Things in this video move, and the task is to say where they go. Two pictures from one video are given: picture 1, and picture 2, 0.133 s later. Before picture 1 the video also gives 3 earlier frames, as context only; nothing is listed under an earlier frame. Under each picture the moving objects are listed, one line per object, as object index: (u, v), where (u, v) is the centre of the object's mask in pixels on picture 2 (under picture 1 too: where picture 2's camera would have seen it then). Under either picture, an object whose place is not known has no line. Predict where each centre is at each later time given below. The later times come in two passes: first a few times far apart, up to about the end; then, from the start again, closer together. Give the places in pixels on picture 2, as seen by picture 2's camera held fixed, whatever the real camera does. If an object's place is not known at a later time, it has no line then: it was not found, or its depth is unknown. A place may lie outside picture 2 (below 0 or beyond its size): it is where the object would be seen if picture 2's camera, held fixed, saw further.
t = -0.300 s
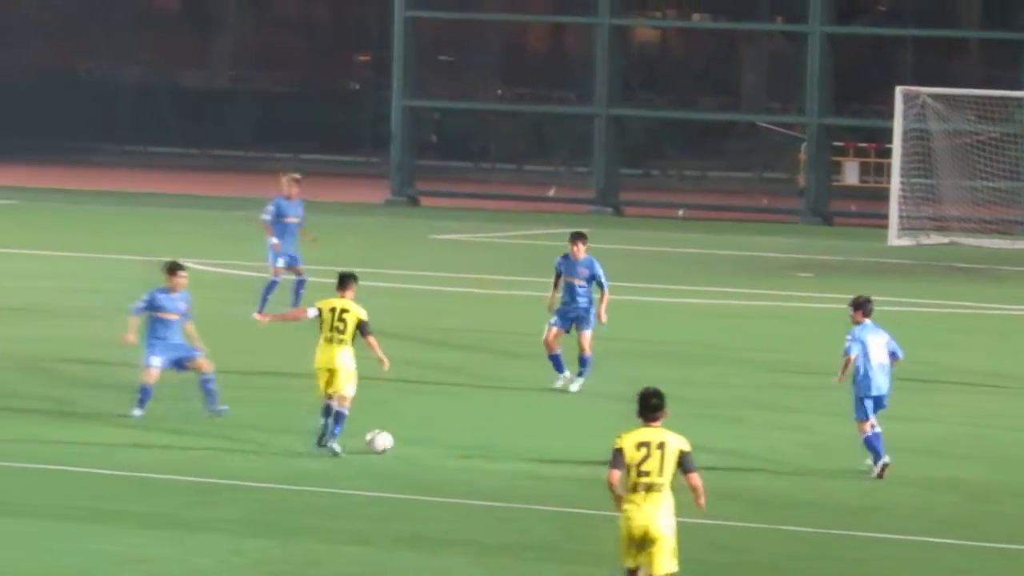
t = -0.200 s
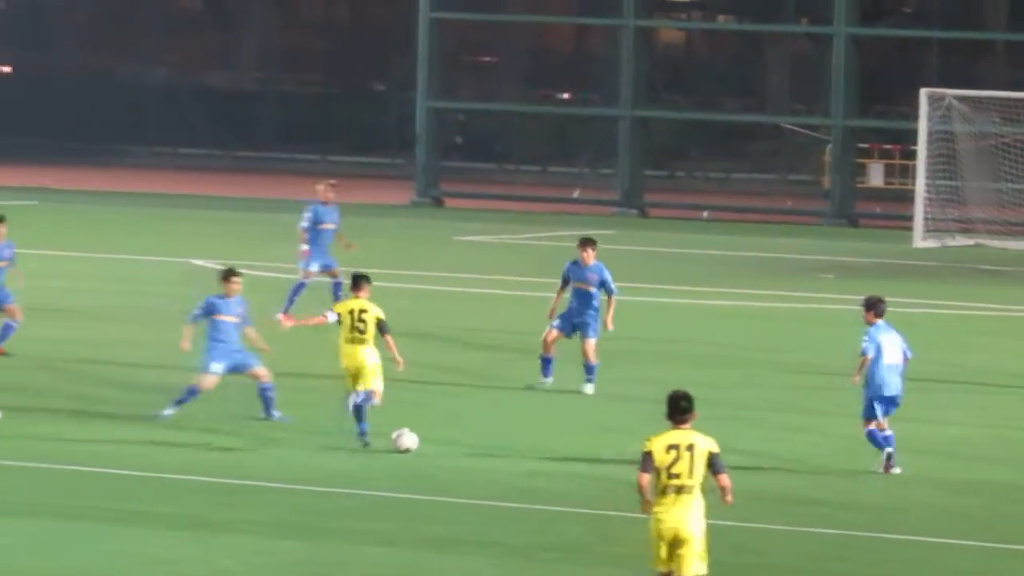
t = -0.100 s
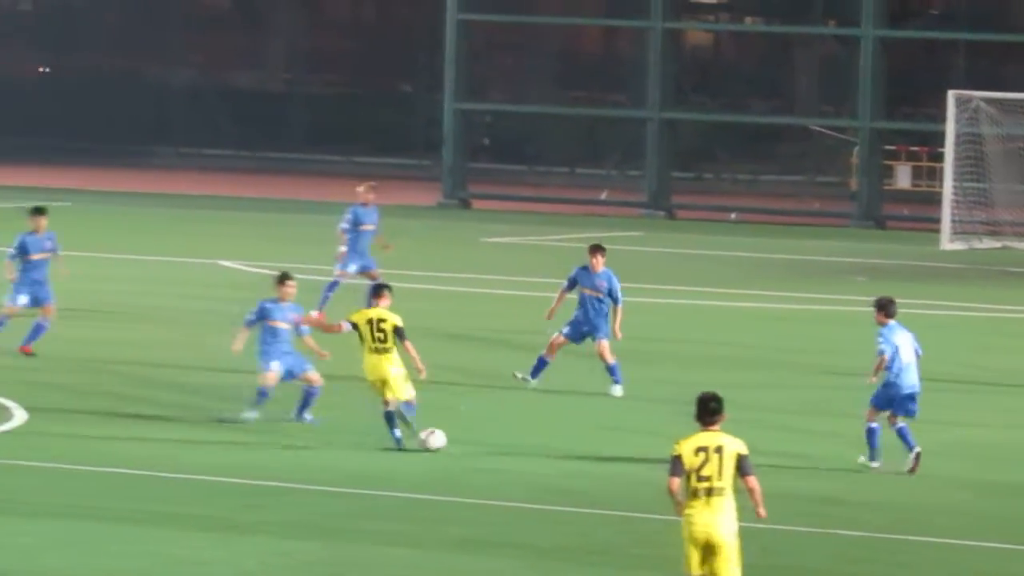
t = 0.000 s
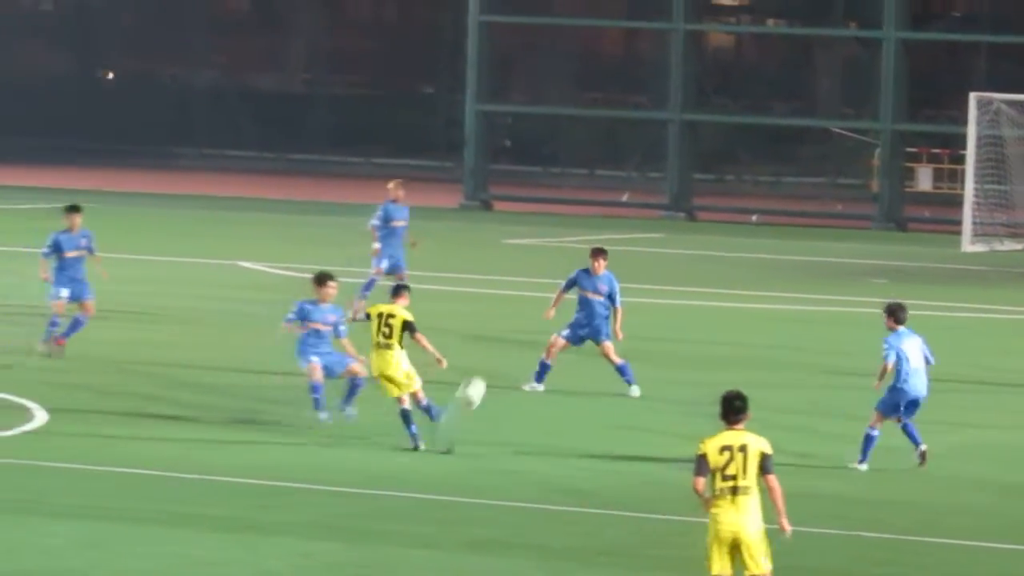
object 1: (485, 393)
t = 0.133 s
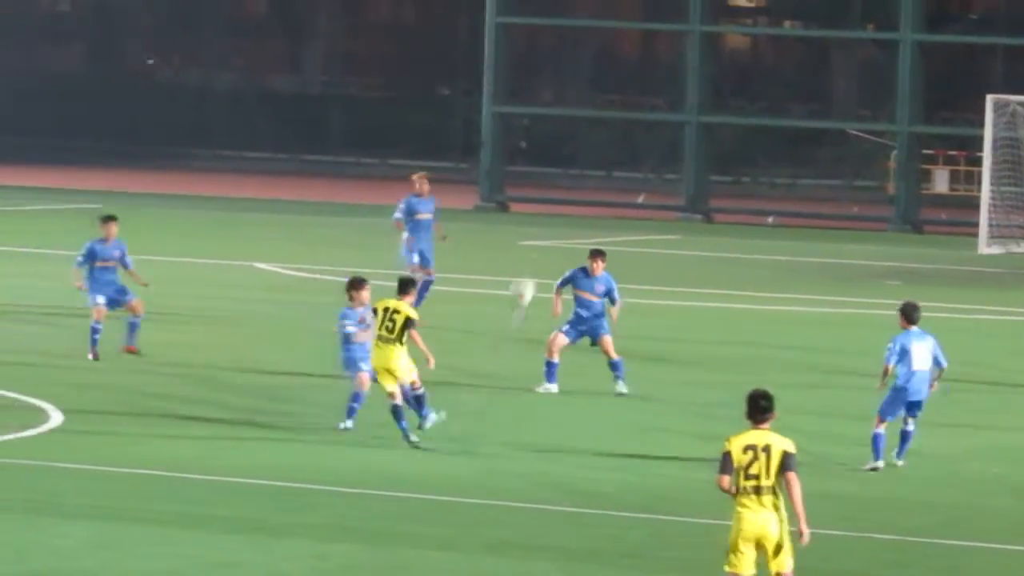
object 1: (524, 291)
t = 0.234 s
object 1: (543, 228)
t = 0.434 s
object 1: (572, 137)
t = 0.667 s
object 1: (594, 74)
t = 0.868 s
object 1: (605, 54)
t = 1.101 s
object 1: (609, 68)
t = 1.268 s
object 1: (608, 97)
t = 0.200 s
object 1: (535, 248)
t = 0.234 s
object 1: (543, 228)
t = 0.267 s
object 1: (548, 210)
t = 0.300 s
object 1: (553, 193)
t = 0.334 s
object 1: (559, 178)
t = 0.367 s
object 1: (564, 163)
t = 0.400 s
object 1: (568, 149)
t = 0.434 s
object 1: (572, 137)
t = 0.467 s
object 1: (576, 124)
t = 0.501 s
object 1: (579, 114)
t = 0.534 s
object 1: (583, 104)
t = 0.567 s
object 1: (586, 96)
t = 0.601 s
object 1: (589, 87)
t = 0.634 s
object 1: (592, 80)
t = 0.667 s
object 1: (594, 74)
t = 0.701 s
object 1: (596, 69)
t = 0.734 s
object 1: (598, 64)
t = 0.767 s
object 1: (600, 61)
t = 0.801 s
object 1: (601, 58)
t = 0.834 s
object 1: (603, 56)
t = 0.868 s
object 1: (605, 54)
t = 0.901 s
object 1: (606, 54)
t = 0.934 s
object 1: (606, 54)
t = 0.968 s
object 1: (607, 55)
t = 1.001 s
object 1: (607, 57)
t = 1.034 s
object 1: (608, 60)
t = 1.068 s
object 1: (609, 63)
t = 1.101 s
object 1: (609, 68)
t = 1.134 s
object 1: (610, 72)
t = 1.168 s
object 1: (609, 77)
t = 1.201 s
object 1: (609, 83)
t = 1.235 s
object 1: (609, 90)
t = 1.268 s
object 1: (608, 97)
